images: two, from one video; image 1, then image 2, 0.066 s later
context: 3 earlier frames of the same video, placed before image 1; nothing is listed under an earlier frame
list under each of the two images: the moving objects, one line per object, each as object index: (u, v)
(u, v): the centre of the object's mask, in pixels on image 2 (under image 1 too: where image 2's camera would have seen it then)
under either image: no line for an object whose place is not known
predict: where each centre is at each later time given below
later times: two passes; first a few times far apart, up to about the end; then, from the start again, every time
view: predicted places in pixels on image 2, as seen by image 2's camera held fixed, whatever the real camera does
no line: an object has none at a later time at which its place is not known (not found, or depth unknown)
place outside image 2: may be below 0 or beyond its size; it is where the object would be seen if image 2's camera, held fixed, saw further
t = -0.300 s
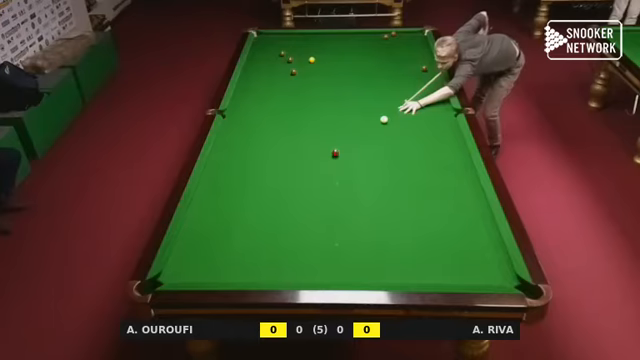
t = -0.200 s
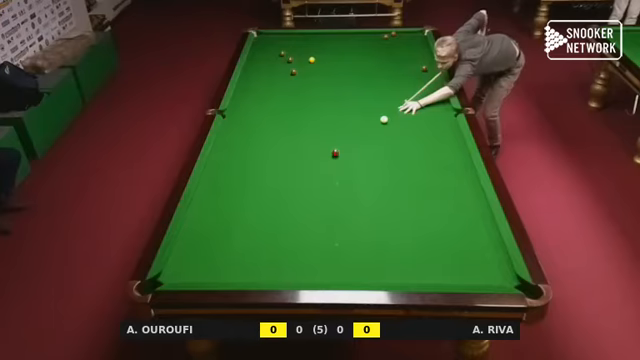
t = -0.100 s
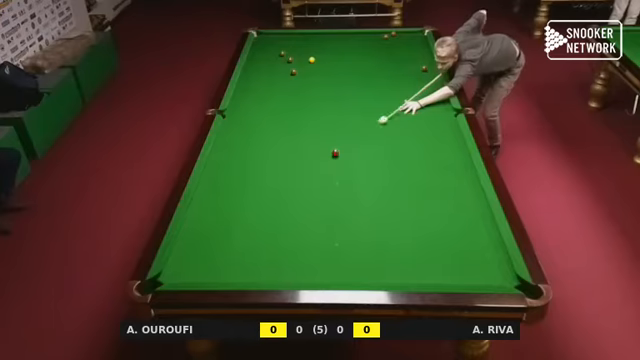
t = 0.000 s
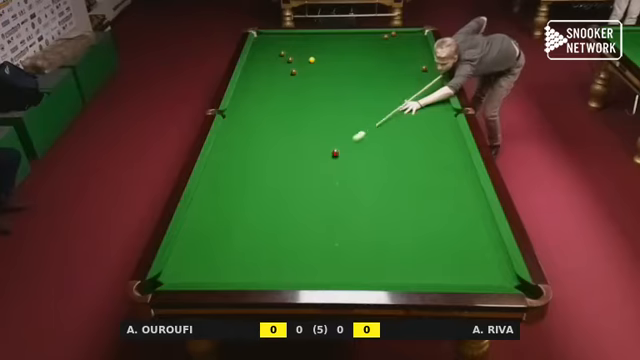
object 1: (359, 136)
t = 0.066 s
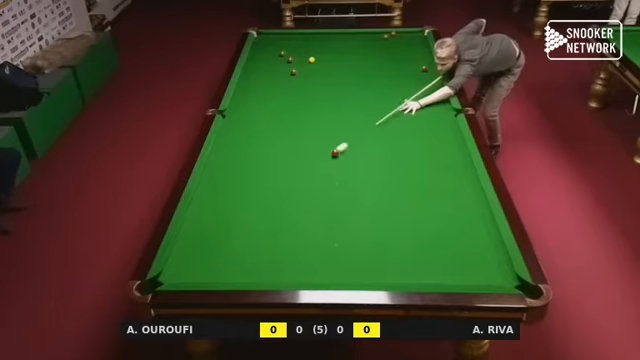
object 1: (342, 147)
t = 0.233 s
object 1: (339, 147)
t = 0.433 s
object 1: (340, 145)
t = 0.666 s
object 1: (341, 142)
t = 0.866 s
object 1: (342, 140)
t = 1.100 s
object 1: (343, 137)
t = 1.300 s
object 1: (343, 136)
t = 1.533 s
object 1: (344, 134)
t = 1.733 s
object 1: (344, 133)
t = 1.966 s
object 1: (344, 132)
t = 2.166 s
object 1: (345, 131)
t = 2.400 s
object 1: (345, 131)
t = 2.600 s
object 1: (345, 130)
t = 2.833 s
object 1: (345, 130)
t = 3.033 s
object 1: (345, 131)
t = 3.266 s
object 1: (345, 130)
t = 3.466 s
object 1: (345, 131)
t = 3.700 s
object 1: (345, 130)
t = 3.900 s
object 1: (345, 130)
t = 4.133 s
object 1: (345, 130)
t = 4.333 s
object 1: (345, 130)
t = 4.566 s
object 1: (345, 130)
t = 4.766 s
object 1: (345, 131)
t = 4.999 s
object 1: (345, 131)
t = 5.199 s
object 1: (345, 130)
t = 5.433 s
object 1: (345, 130)
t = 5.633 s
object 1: (345, 131)
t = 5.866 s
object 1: (345, 130)
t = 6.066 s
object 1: (345, 131)
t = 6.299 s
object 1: (345, 131)
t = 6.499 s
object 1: (345, 131)
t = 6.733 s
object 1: (345, 131)
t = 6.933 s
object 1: (345, 131)
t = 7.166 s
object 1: (345, 130)
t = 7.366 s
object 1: (345, 131)
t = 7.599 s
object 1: (345, 131)
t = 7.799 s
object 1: (345, 131)
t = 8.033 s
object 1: (345, 131)
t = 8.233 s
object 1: (345, 131)
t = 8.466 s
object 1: (345, 131)
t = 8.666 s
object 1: (345, 131)
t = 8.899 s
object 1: (345, 130)
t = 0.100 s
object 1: (339, 149)
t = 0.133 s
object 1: (339, 149)
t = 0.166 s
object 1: (338, 148)
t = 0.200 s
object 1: (338, 148)
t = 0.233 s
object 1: (339, 147)
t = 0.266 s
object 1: (339, 147)
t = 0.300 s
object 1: (339, 147)
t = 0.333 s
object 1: (339, 146)
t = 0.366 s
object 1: (339, 146)
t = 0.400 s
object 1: (340, 145)
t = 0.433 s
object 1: (340, 145)
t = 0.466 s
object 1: (340, 144)
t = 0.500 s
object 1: (340, 144)
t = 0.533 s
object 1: (340, 144)
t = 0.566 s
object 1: (341, 143)
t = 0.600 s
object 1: (341, 142)
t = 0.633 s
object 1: (341, 142)
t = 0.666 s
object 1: (341, 142)
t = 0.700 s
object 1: (341, 142)
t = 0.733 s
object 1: (341, 141)
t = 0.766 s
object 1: (341, 140)
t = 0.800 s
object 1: (341, 140)
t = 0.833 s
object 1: (342, 140)
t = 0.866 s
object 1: (342, 140)
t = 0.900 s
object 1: (342, 139)
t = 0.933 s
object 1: (342, 139)
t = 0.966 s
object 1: (342, 139)
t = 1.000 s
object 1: (342, 138)
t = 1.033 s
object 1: (342, 138)
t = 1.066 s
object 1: (342, 138)
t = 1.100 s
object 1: (343, 137)
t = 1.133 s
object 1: (343, 137)
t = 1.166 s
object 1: (343, 136)
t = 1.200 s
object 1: (343, 136)
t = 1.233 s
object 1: (343, 136)
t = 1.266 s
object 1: (343, 136)
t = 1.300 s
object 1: (343, 136)
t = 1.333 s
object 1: (343, 135)
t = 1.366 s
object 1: (343, 135)
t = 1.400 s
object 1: (343, 135)
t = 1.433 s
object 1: (343, 134)
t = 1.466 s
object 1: (344, 134)
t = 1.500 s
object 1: (344, 134)
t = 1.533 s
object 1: (344, 134)
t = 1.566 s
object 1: (344, 134)
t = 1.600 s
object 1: (344, 134)
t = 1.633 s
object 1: (344, 133)
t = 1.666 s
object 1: (344, 133)
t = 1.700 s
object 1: (344, 133)
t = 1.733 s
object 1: (344, 133)
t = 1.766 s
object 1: (344, 133)
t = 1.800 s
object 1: (344, 133)
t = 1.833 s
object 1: (344, 132)
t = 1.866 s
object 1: (344, 132)
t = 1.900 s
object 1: (345, 132)
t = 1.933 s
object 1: (344, 132)
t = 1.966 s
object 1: (344, 132)
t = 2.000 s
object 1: (345, 132)
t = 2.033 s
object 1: (345, 132)
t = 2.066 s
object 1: (345, 132)
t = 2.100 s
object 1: (345, 131)
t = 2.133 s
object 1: (345, 131)
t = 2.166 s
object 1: (345, 131)
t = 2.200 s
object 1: (345, 131)
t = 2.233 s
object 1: (345, 131)
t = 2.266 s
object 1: (345, 131)
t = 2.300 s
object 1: (345, 131)
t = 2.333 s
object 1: (345, 131)
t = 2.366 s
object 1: (345, 131)
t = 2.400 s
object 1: (345, 131)
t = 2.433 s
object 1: (345, 131)
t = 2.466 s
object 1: (345, 131)
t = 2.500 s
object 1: (345, 130)
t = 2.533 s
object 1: (345, 130)
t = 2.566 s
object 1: (345, 130)
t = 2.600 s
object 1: (345, 130)
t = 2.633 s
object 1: (345, 130)
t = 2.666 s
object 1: (345, 130)
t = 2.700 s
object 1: (345, 130)
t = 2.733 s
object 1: (345, 130)
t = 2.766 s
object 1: (345, 131)
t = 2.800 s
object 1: (345, 130)
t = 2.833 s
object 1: (345, 130)
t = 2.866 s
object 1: (345, 131)
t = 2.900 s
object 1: (345, 130)
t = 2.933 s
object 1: (345, 131)
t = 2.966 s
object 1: (345, 131)
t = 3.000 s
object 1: (345, 130)
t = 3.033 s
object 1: (345, 131)
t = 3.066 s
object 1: (345, 130)
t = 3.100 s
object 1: (345, 131)
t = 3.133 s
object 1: (345, 130)
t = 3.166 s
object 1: (345, 130)
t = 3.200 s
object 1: (345, 130)
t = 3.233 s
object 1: (345, 131)
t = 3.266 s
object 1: (345, 130)
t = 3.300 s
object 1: (345, 130)
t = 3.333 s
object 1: (345, 130)
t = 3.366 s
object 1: (345, 131)
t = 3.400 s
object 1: (345, 131)
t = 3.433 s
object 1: (345, 131)
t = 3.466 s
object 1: (345, 131)
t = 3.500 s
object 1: (345, 131)
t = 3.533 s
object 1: (345, 131)
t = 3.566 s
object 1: (345, 131)
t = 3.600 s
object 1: (345, 131)
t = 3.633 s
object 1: (345, 131)
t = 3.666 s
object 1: (345, 131)
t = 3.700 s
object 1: (345, 130)
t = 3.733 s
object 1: (345, 130)
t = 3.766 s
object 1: (345, 130)
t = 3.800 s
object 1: (345, 130)
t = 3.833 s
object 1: (345, 130)
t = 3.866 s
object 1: (345, 130)
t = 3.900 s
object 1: (345, 130)
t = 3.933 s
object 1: (345, 130)
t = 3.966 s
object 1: (345, 130)
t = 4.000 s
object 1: (345, 130)
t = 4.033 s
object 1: (345, 130)
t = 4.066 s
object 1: (345, 130)
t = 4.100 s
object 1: (345, 130)
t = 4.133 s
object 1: (345, 130)
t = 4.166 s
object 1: (345, 131)
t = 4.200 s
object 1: (345, 130)
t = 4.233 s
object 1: (345, 130)
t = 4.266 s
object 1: (345, 130)
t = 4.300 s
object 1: (345, 130)
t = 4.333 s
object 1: (345, 130)
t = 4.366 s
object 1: (345, 130)
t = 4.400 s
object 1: (345, 130)
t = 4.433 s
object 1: (345, 130)
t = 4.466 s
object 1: (345, 130)
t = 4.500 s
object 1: (345, 131)
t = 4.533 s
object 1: (345, 130)
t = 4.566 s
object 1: (345, 130)
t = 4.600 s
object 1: (345, 131)
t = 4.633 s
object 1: (345, 130)
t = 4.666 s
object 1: (345, 131)
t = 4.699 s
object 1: (345, 130)
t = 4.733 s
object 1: (345, 131)
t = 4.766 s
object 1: (345, 131)
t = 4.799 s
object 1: (345, 131)
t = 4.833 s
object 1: (345, 131)
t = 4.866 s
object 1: (345, 130)
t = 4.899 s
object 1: (345, 131)
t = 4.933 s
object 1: (345, 131)
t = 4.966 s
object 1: (345, 131)
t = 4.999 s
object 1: (345, 131)
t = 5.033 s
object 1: (345, 130)
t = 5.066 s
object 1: (345, 130)
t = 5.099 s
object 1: (345, 131)
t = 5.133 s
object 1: (345, 131)
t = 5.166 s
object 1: (345, 131)
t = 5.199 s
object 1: (345, 130)
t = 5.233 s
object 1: (345, 131)
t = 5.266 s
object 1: (345, 131)
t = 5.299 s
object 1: (345, 131)
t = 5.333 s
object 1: (345, 131)
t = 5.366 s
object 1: (345, 131)
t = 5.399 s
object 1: (345, 130)
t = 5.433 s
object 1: (345, 130)
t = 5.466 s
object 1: (345, 131)
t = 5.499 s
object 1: (345, 131)
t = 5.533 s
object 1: (345, 131)
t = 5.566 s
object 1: (345, 131)
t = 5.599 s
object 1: (345, 130)
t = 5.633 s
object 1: (345, 131)
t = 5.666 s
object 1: (345, 131)
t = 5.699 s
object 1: (345, 131)
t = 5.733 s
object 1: (345, 131)
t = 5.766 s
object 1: (345, 131)
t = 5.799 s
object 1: (345, 131)
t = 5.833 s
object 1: (345, 131)
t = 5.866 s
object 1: (345, 130)
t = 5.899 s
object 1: (345, 131)
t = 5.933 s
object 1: (345, 131)
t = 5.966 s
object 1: (345, 131)
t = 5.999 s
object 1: (345, 131)
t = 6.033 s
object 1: (345, 131)
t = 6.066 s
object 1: (345, 131)
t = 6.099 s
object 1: (345, 131)
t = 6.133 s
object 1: (345, 131)
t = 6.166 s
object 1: (345, 131)
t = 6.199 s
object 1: (345, 130)
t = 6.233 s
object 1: (345, 131)
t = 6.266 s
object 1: (345, 131)
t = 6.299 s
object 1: (345, 131)
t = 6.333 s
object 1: (345, 131)
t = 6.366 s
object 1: (345, 130)
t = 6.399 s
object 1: (345, 131)
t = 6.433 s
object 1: (345, 131)
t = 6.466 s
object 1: (345, 131)
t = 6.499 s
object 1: (345, 131)
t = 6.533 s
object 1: (345, 131)
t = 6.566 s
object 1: (345, 131)
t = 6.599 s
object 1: (345, 131)
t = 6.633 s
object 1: (345, 131)
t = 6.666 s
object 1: (345, 131)
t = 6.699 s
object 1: (345, 131)
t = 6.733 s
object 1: (345, 131)
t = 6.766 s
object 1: (345, 131)
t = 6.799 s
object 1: (345, 130)
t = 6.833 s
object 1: (345, 131)
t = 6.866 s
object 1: (345, 131)
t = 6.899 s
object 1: (345, 131)
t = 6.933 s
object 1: (345, 131)
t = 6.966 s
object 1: (345, 131)
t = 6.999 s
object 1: (345, 131)
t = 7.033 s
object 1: (345, 131)
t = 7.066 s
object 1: (345, 131)
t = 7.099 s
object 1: (345, 131)
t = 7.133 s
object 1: (345, 130)
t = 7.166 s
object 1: (345, 130)
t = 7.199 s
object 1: (345, 131)
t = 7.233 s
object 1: (345, 131)
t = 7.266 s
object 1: (345, 131)
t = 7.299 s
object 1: (345, 130)
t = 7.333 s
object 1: (345, 131)
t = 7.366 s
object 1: (345, 131)
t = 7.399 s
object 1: (345, 131)
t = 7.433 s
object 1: (345, 131)
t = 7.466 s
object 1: (345, 131)
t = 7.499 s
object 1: (345, 131)
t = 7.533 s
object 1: (345, 131)
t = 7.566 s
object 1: (345, 131)
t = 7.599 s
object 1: (345, 131)
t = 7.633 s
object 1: (345, 131)
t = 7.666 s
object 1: (345, 131)
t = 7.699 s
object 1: (345, 131)
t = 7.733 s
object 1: (345, 131)
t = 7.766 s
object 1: (345, 131)
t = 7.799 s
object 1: (345, 131)
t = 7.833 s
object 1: (345, 131)
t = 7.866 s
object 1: (345, 131)
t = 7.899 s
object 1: (345, 131)
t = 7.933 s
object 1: (345, 131)
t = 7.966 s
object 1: (345, 131)
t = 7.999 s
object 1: (345, 131)
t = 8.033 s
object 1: (345, 131)
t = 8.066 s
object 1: (345, 131)
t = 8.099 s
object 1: (345, 131)
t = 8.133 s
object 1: (345, 131)
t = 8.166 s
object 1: (345, 131)
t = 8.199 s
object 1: (345, 131)
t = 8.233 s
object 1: (345, 131)
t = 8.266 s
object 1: (345, 130)
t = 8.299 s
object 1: (345, 131)
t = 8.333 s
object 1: (345, 130)
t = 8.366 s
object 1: (345, 130)
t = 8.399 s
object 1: (345, 131)
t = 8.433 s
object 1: (345, 131)
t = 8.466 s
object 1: (345, 131)
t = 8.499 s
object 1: (345, 131)
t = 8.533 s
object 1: (345, 131)
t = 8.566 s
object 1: (345, 131)
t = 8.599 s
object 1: (345, 131)
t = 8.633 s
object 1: (345, 131)
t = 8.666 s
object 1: (345, 131)
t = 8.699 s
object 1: (345, 131)
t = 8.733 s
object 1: (345, 131)
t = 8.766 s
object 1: (345, 130)
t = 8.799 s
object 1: (345, 130)
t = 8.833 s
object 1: (345, 130)
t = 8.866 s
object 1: (345, 131)
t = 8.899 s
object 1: (345, 130)
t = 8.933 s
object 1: (345, 130)
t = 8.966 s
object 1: (345, 131)
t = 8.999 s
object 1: (345, 130)
